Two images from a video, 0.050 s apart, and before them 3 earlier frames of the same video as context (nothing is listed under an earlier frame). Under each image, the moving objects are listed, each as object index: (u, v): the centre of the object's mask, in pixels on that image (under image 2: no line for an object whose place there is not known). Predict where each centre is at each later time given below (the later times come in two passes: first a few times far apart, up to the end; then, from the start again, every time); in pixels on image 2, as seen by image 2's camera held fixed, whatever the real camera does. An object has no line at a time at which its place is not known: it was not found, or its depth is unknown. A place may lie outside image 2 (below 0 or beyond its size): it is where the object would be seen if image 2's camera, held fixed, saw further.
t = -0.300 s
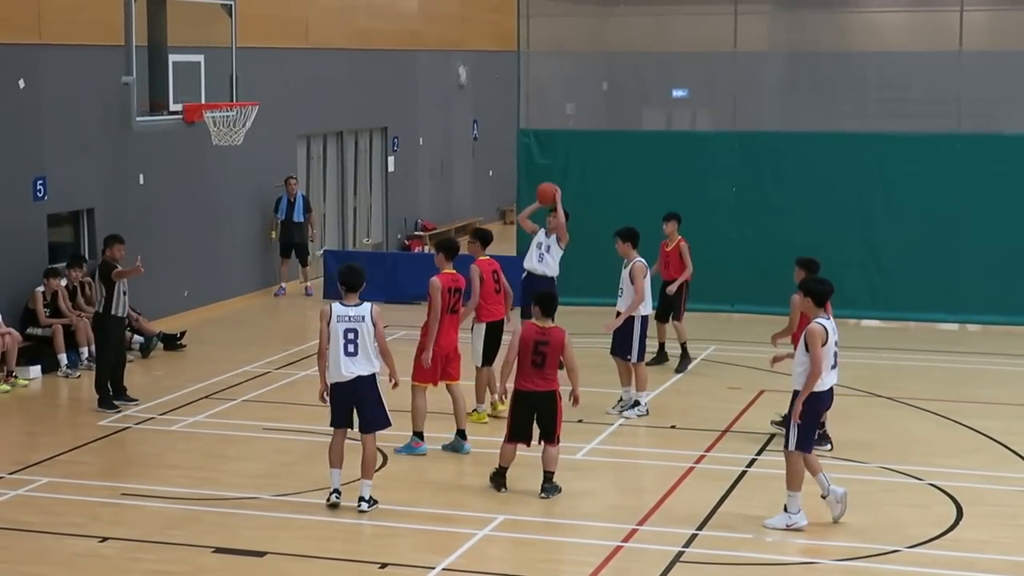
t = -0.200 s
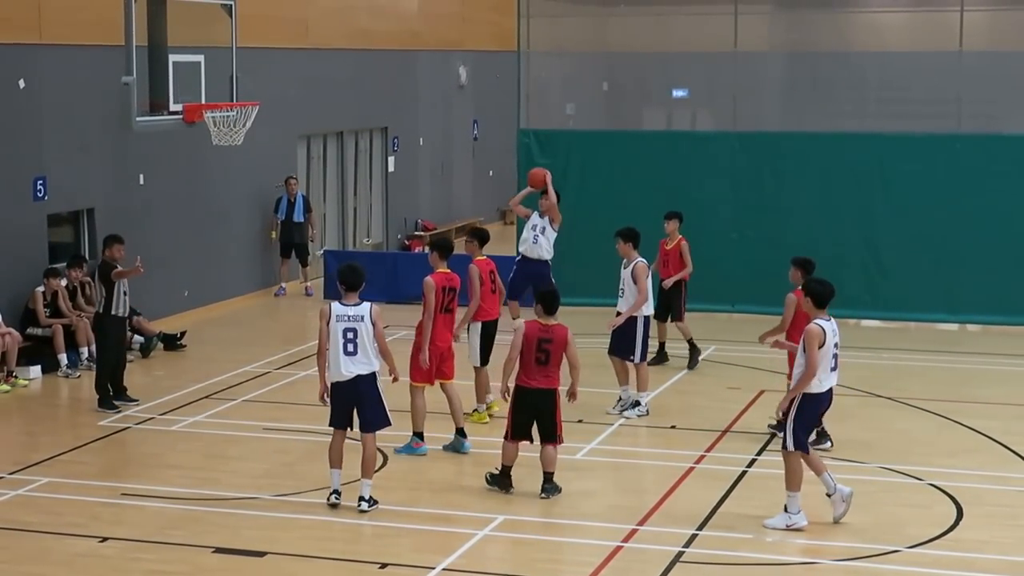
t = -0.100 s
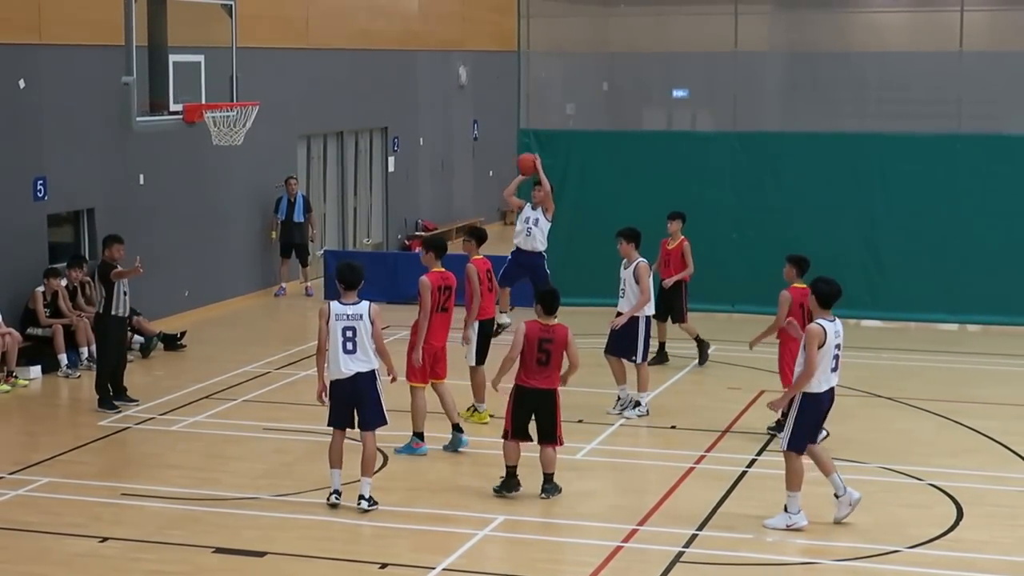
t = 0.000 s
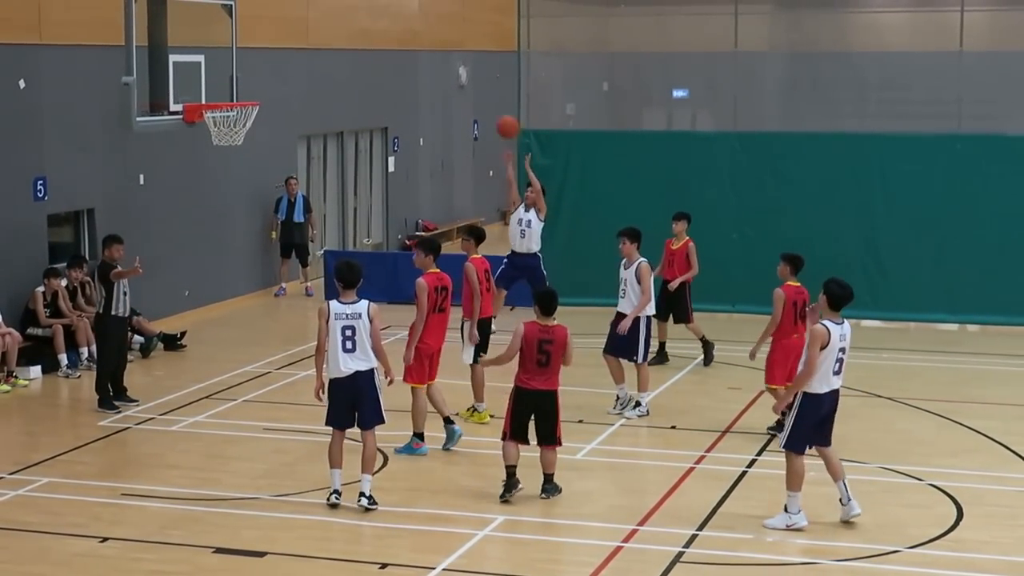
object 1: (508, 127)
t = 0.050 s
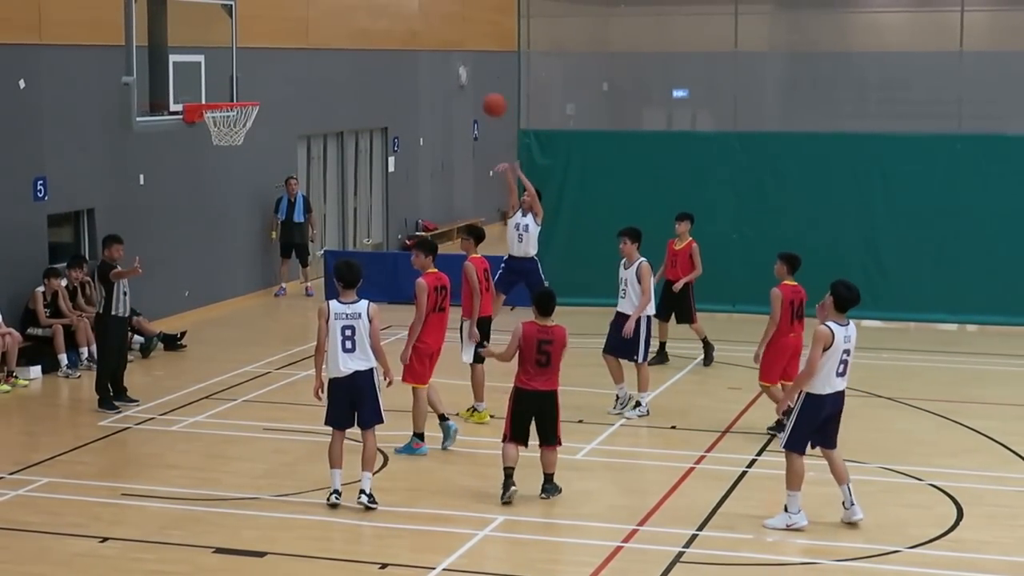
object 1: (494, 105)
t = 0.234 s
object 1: (442, 42)
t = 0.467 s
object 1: (369, 7)
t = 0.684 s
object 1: (295, 17)
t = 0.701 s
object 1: (289, 20)
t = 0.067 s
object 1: (490, 98)
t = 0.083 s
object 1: (485, 91)
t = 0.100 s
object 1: (481, 84)
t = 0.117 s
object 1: (476, 78)
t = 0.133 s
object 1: (471, 72)
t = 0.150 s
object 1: (466, 67)
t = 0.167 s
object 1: (461, 61)
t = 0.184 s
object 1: (456, 57)
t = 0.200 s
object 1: (452, 52)
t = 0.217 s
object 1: (447, 46)
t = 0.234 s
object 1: (442, 42)
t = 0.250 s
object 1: (437, 37)
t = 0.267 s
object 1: (432, 33)
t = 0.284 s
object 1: (427, 29)
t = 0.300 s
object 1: (422, 26)
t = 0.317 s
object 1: (416, 22)
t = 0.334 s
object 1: (412, 19)
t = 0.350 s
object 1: (406, 16)
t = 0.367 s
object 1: (401, 13)
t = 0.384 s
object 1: (396, 11)
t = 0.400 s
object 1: (391, 10)
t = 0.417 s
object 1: (385, 9)
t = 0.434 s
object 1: (380, 8)
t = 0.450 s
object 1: (375, 7)
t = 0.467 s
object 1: (369, 7)
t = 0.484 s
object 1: (364, 6)
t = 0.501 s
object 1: (358, 6)
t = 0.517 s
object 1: (353, 6)
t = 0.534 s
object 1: (347, 6)
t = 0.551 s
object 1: (342, 7)
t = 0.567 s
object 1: (336, 7)
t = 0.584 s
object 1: (330, 8)
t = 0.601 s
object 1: (325, 8)
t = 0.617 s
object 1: (319, 9)
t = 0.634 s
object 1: (313, 10)
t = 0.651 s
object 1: (308, 12)
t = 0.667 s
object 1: (302, 14)
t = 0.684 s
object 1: (295, 17)
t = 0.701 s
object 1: (289, 20)
